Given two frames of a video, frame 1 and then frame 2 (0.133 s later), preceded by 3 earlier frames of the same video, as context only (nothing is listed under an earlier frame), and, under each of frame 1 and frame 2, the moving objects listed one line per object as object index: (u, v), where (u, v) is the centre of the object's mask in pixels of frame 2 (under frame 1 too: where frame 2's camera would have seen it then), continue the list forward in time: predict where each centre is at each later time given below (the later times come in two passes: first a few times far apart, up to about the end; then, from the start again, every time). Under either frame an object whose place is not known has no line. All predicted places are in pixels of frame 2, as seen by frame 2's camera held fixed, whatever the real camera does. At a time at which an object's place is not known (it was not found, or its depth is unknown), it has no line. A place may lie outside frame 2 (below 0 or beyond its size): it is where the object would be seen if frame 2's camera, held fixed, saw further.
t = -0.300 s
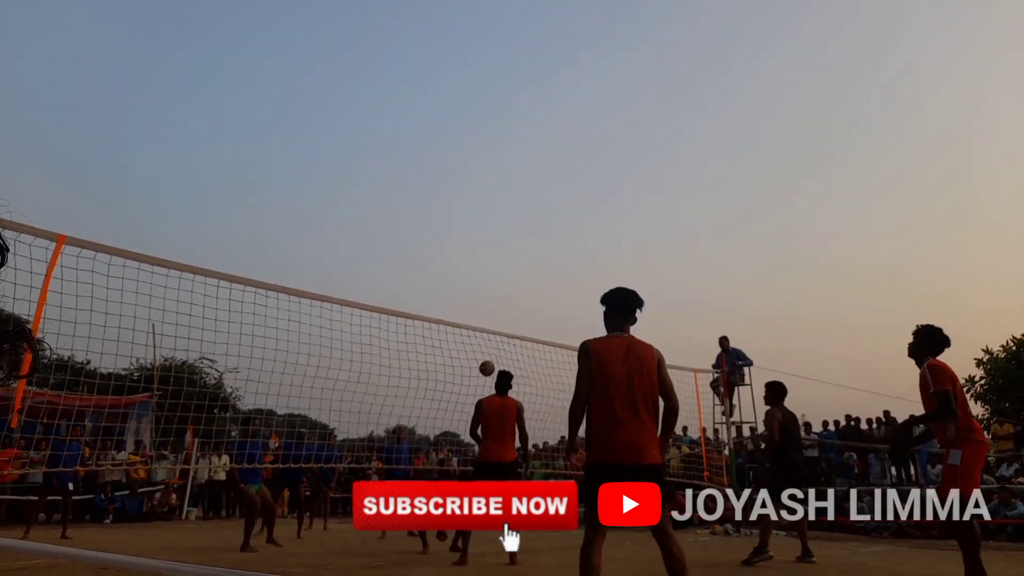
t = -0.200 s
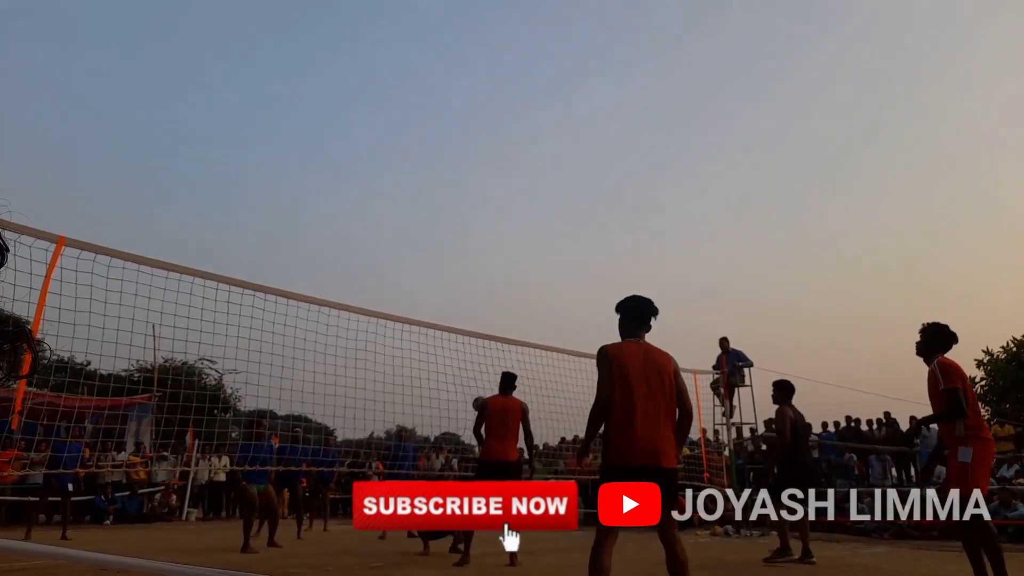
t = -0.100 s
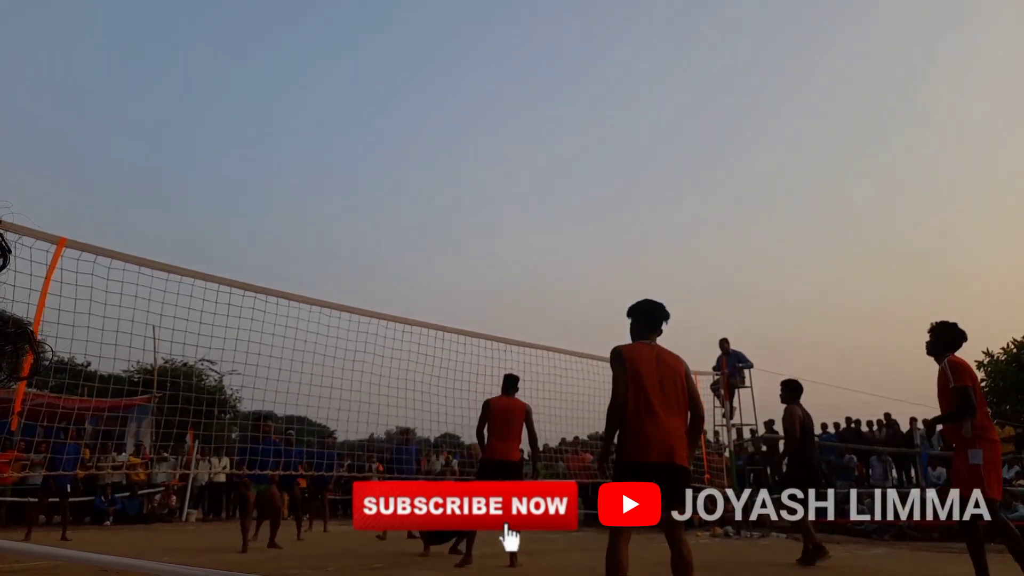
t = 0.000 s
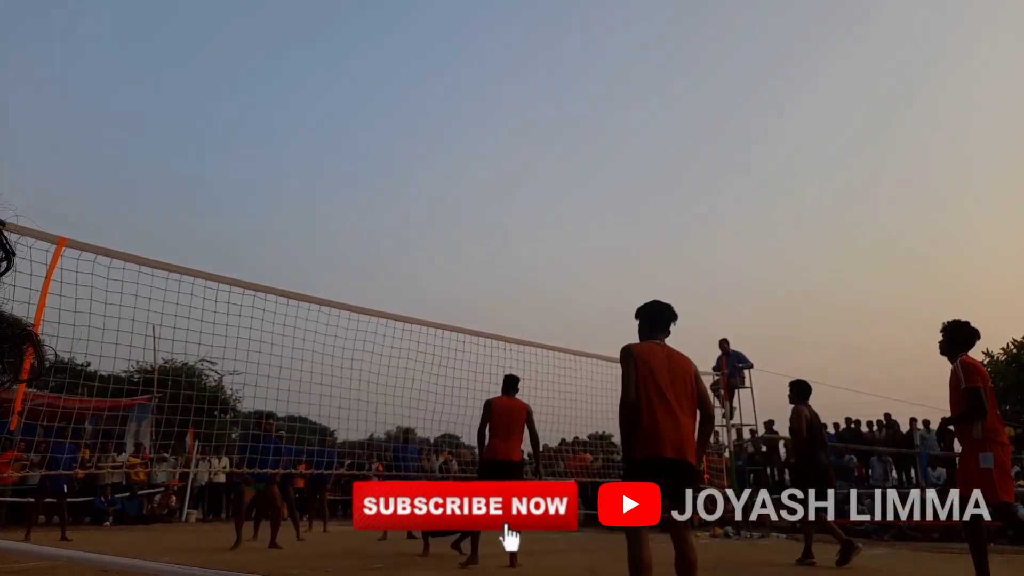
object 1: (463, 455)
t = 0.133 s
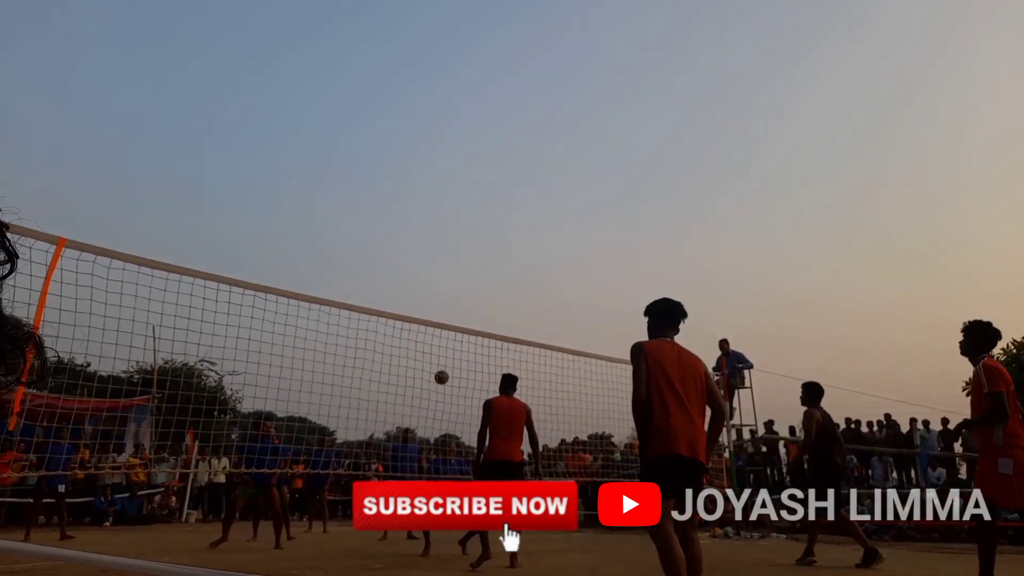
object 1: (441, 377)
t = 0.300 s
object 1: (420, 310)
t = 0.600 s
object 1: (387, 257)
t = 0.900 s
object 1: (357, 268)
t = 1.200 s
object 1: (327, 336)
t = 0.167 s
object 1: (437, 361)
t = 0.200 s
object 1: (433, 347)
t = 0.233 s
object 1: (428, 334)
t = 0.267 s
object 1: (425, 318)
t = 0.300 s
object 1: (420, 310)
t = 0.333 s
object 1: (416, 301)
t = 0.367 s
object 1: (412, 292)
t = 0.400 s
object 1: (409, 284)
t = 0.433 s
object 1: (405, 278)
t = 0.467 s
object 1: (401, 272)
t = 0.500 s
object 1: (397, 267)
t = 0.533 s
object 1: (394, 262)
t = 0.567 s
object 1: (390, 259)
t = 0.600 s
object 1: (387, 257)
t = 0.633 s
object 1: (383, 255)
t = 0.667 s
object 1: (380, 254)
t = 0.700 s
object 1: (377, 254)
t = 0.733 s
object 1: (373, 255)
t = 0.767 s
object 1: (370, 256)
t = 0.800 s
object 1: (367, 258)
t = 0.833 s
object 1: (363, 261)
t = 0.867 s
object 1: (360, 264)
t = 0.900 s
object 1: (357, 268)
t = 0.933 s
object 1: (353, 273)
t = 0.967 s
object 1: (350, 278)
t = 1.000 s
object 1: (347, 285)
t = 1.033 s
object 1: (344, 292)
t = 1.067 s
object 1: (341, 299)
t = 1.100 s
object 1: (336, 311)
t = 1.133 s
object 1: (334, 316)
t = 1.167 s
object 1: (330, 326)
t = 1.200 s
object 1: (327, 336)
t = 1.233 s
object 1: (324, 346)
